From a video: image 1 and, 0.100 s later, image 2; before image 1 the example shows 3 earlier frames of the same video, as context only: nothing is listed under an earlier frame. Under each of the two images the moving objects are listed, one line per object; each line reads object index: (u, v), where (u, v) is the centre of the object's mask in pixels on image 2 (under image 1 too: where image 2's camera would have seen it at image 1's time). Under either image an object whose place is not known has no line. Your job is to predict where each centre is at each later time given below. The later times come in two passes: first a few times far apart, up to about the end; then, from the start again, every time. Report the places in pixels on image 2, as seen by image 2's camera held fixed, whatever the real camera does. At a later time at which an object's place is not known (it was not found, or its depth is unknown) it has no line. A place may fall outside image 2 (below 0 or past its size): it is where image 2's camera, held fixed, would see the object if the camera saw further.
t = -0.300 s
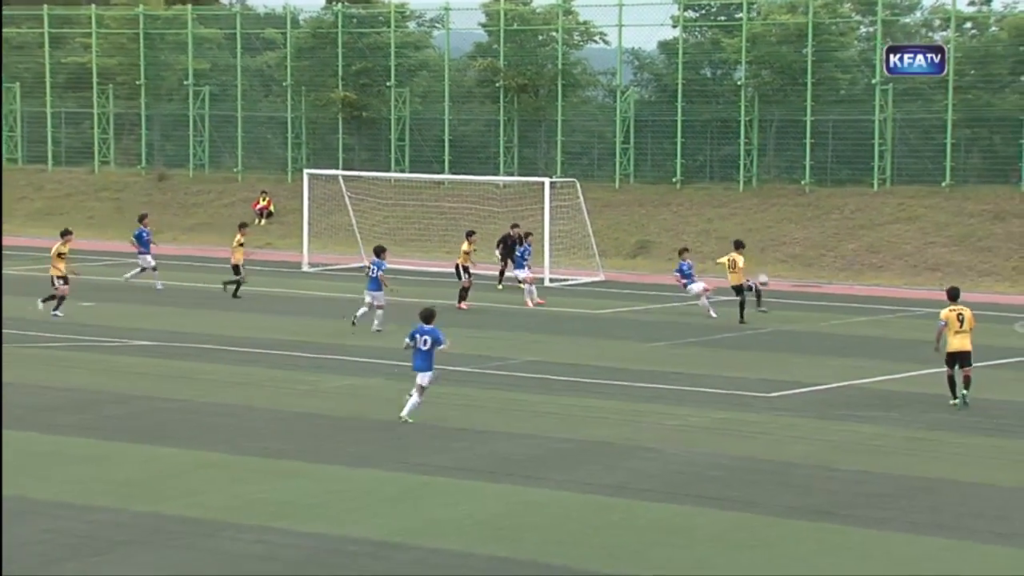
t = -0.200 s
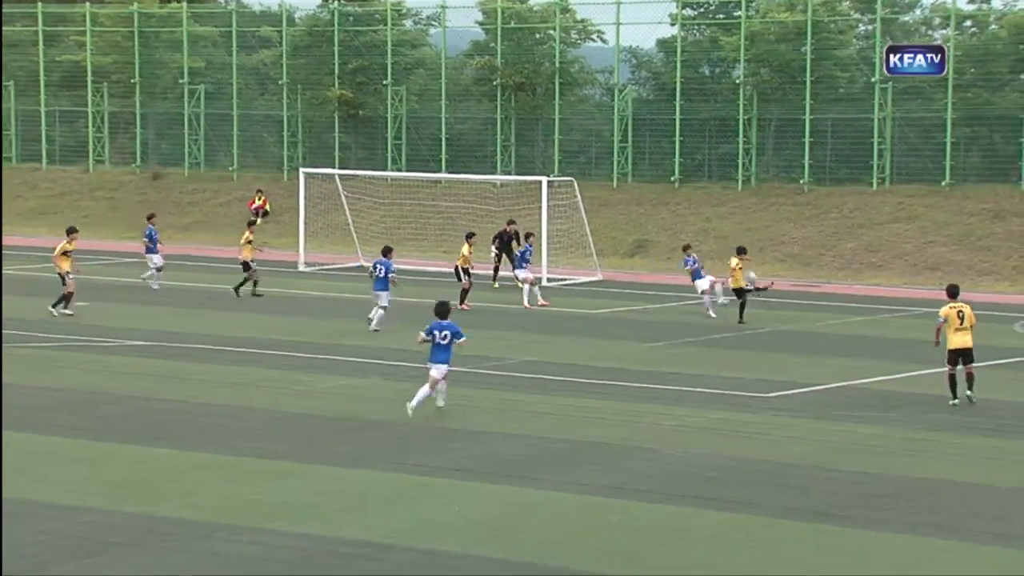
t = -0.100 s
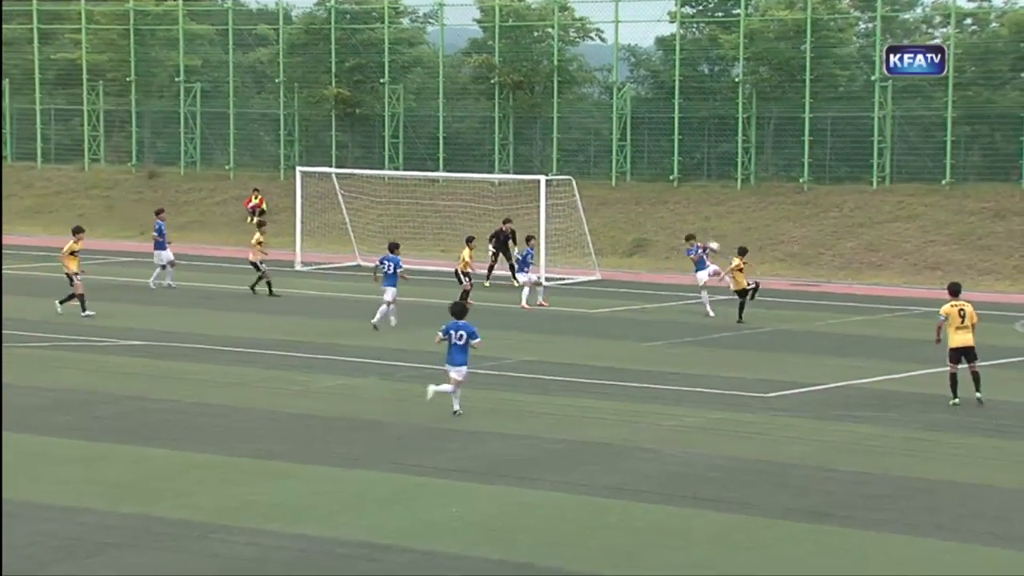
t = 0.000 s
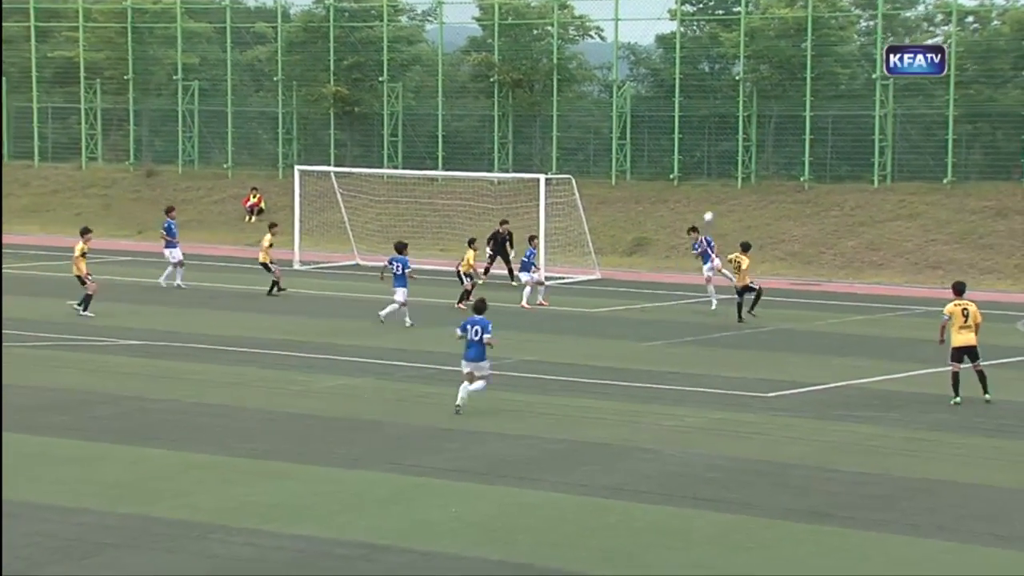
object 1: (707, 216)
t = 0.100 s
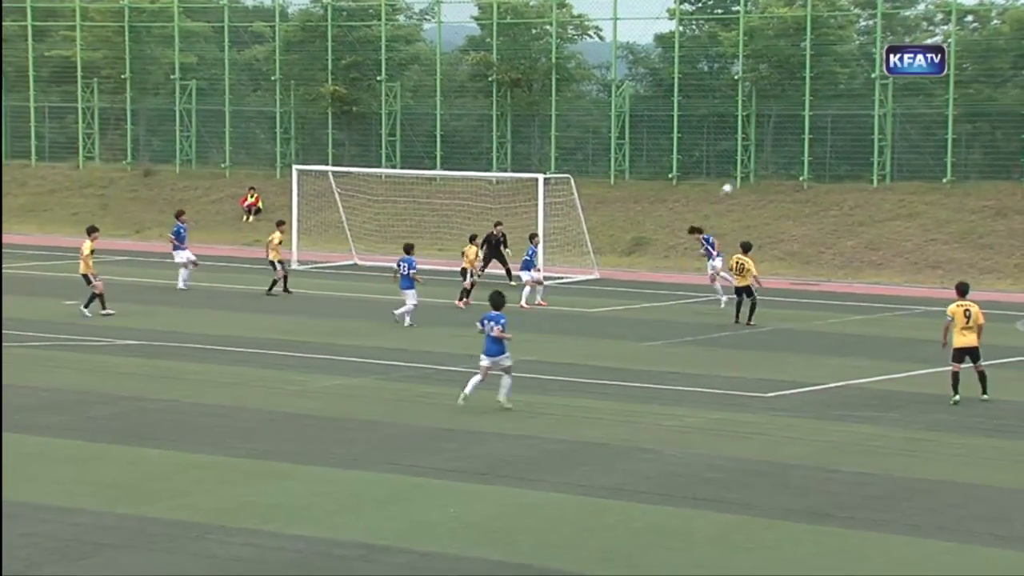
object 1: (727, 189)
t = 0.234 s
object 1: (754, 158)
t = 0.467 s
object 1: (799, 127)
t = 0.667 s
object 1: (838, 121)
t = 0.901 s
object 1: (883, 139)
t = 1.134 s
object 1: (930, 184)
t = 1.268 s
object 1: (956, 222)
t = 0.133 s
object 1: (734, 180)
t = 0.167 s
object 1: (739, 173)
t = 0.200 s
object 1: (746, 166)
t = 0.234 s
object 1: (754, 158)
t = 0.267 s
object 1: (761, 152)
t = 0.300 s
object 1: (766, 147)
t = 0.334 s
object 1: (773, 142)
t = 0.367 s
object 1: (780, 137)
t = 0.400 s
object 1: (787, 133)
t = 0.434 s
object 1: (793, 130)
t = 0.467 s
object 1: (799, 127)
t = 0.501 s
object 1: (805, 124)
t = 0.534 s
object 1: (812, 122)
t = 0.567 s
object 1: (818, 121)
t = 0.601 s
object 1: (825, 120)
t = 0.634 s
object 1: (832, 120)
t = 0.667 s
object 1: (838, 121)
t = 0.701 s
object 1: (844, 122)
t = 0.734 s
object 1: (850, 124)
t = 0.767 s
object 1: (858, 128)
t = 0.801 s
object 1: (864, 128)
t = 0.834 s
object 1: (869, 132)
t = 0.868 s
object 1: (876, 136)
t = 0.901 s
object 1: (883, 139)
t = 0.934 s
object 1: (889, 144)
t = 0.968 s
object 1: (896, 150)
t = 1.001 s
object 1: (903, 156)
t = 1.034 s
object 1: (910, 162)
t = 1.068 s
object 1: (915, 168)
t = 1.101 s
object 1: (923, 177)
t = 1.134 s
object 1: (930, 184)
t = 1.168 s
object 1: (937, 193)
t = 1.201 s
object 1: (943, 202)
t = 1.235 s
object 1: (949, 212)
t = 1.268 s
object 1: (956, 222)
